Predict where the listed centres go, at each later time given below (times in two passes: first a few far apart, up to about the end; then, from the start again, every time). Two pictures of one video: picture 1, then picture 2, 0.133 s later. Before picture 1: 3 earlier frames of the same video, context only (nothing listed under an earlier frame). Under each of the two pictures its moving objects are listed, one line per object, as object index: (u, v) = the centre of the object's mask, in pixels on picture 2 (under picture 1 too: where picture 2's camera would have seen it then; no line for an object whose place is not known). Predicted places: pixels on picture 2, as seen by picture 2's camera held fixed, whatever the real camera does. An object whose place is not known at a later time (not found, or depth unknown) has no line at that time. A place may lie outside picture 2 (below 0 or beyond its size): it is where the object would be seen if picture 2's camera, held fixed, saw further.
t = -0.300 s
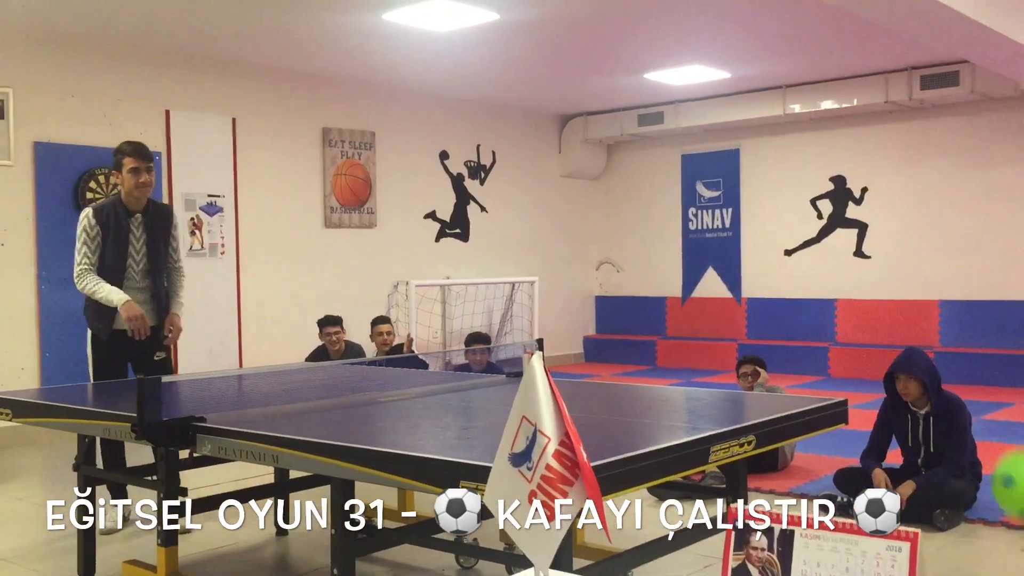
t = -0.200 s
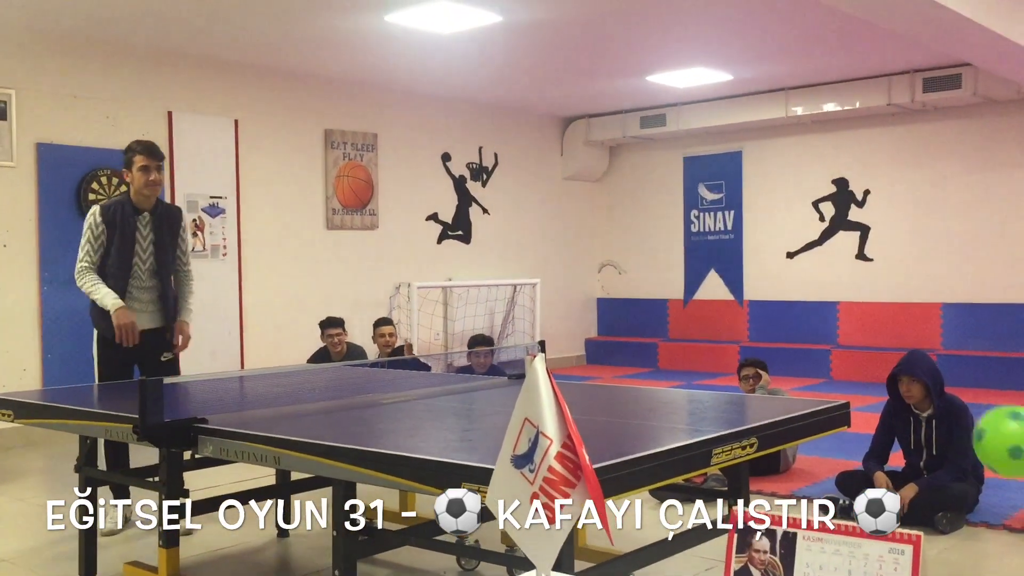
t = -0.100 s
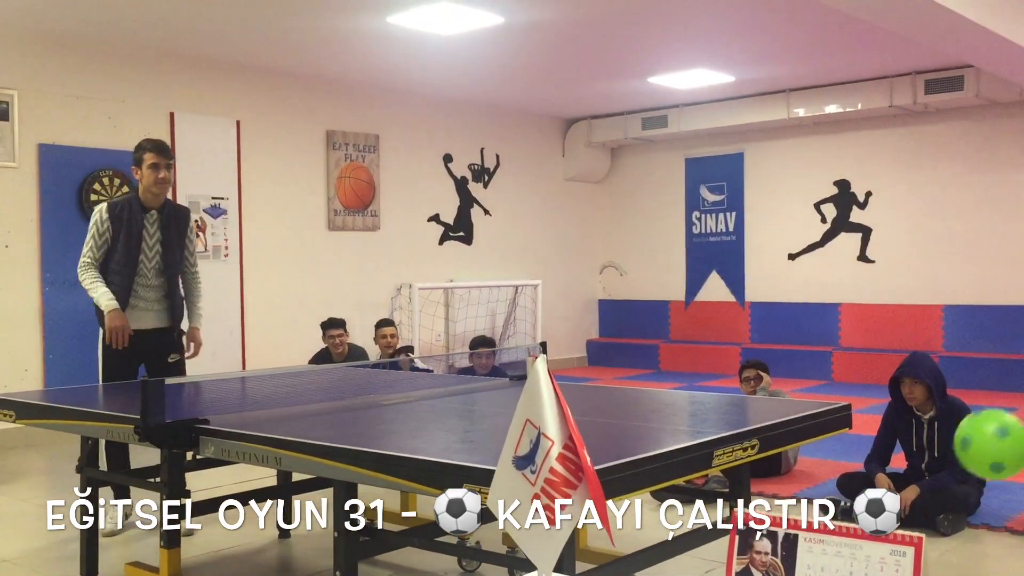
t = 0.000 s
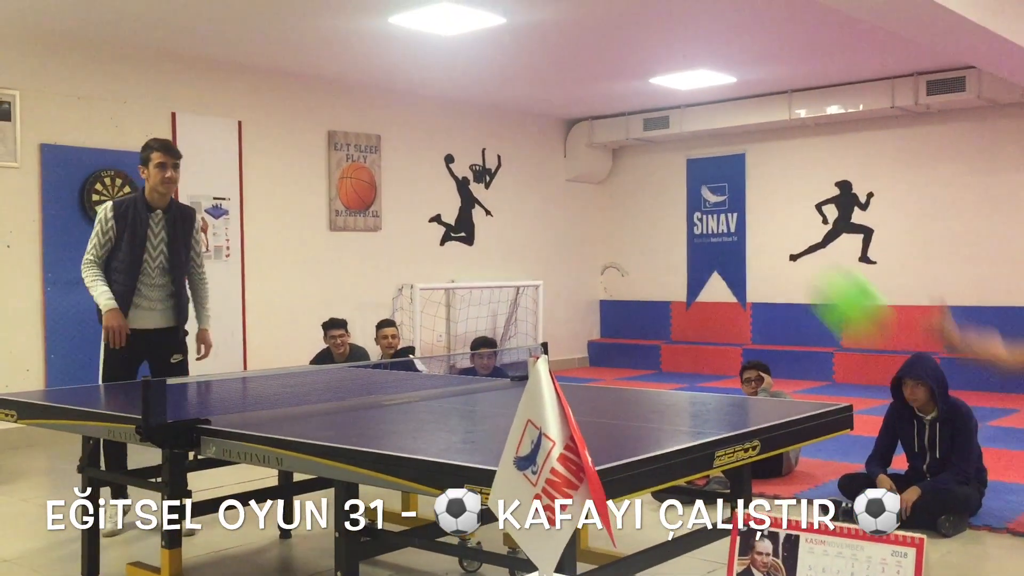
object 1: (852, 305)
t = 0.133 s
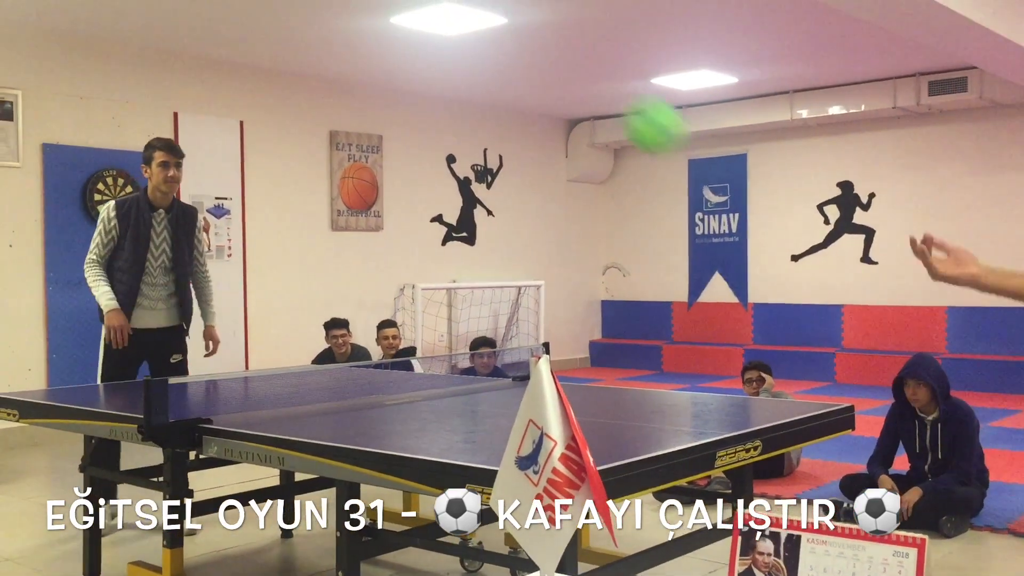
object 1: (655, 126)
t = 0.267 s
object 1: (506, 41)
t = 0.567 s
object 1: (274, 72)
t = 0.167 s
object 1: (613, 95)
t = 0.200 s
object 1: (575, 72)
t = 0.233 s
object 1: (539, 54)
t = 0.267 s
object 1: (506, 41)
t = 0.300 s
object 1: (474, 33)
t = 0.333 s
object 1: (441, 25)
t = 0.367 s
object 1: (412, 22)
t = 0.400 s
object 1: (385, 24)
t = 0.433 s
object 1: (363, 28)
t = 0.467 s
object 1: (339, 35)
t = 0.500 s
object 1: (316, 45)
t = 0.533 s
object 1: (294, 57)
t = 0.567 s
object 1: (274, 72)
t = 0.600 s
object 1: (255, 89)
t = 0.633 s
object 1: (237, 108)
